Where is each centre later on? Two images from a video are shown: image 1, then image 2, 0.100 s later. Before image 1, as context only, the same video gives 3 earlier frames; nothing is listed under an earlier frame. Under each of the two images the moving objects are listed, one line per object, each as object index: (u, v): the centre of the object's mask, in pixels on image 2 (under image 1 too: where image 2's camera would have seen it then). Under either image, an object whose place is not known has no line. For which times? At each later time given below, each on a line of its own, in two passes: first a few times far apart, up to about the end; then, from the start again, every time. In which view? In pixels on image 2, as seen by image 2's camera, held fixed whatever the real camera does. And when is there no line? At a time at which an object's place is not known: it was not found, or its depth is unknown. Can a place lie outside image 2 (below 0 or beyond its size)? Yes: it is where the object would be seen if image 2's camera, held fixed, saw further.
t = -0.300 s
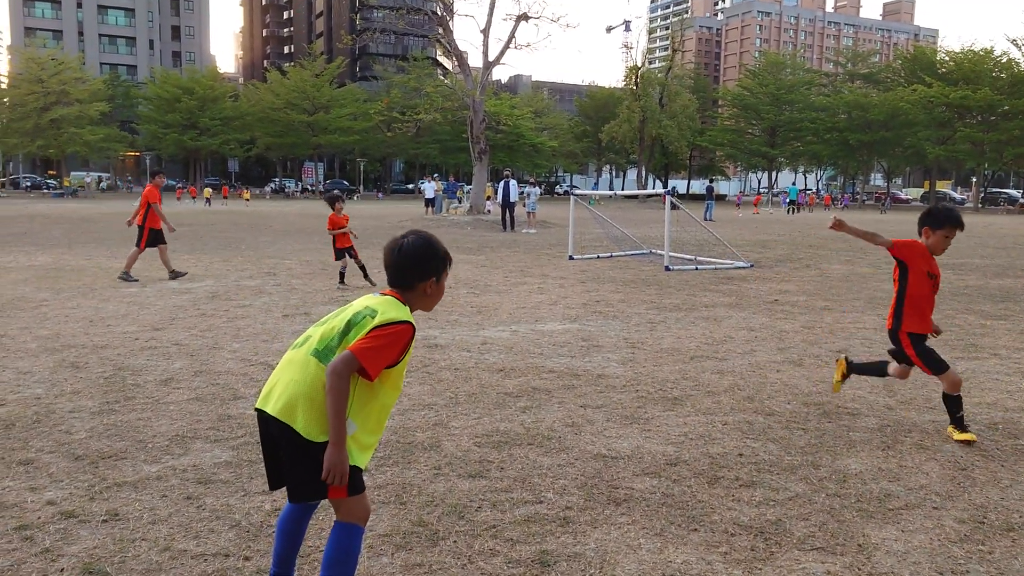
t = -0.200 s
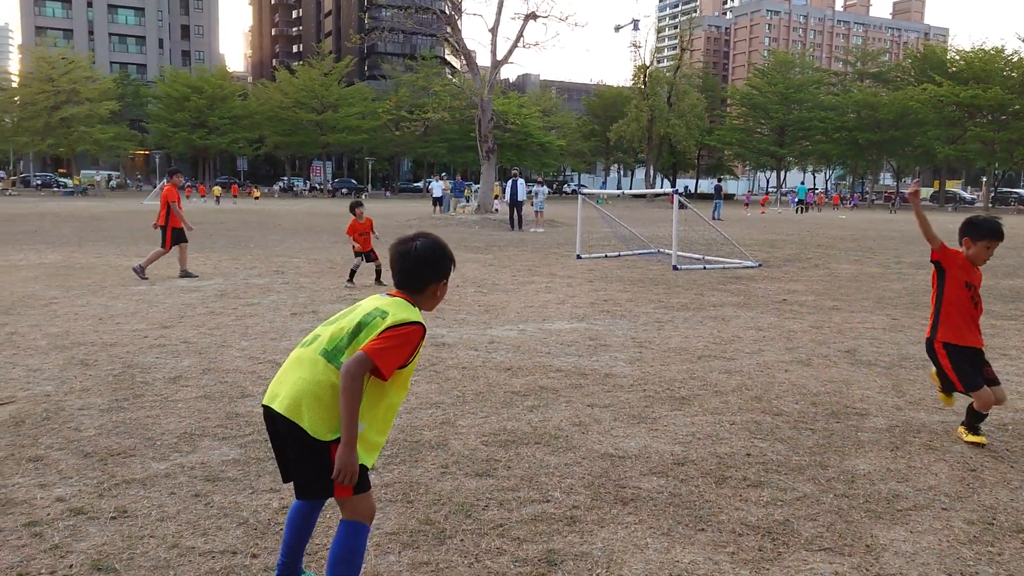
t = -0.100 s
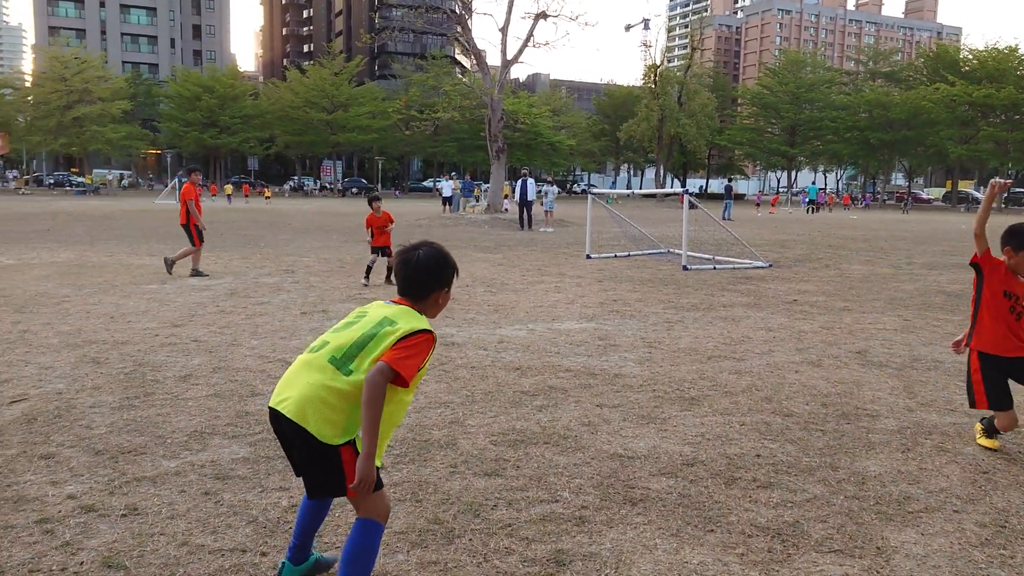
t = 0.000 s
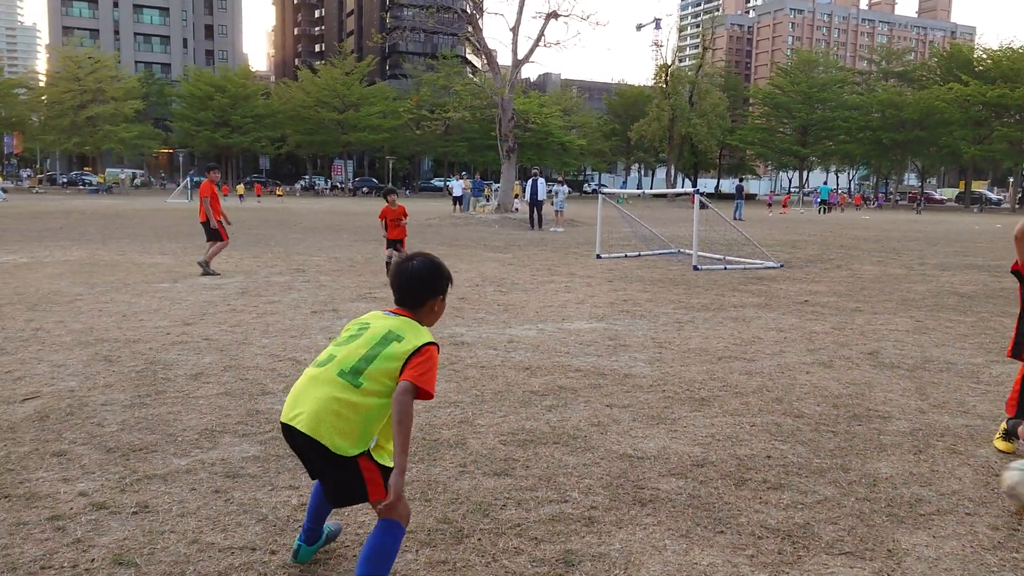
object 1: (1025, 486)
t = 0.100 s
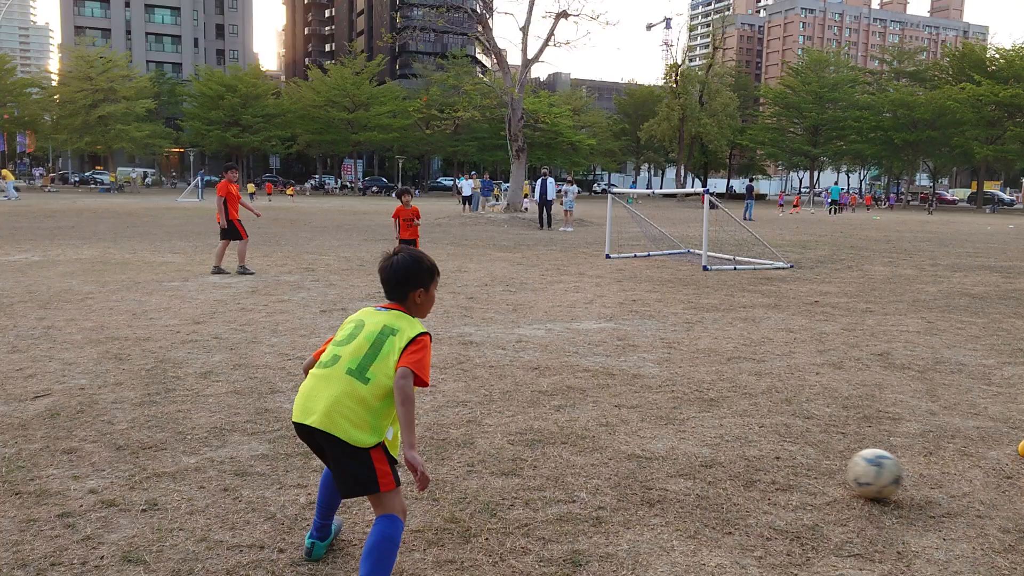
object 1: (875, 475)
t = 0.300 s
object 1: (645, 448)
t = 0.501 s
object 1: (475, 429)
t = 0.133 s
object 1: (829, 469)
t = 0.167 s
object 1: (789, 462)
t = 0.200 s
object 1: (751, 458)
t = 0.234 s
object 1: (714, 455)
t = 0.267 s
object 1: (677, 455)
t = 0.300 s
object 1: (645, 448)
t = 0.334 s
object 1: (615, 440)
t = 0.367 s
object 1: (586, 434)
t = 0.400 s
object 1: (557, 430)
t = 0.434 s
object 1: (529, 429)
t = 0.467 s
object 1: (502, 431)
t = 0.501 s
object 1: (475, 429)
